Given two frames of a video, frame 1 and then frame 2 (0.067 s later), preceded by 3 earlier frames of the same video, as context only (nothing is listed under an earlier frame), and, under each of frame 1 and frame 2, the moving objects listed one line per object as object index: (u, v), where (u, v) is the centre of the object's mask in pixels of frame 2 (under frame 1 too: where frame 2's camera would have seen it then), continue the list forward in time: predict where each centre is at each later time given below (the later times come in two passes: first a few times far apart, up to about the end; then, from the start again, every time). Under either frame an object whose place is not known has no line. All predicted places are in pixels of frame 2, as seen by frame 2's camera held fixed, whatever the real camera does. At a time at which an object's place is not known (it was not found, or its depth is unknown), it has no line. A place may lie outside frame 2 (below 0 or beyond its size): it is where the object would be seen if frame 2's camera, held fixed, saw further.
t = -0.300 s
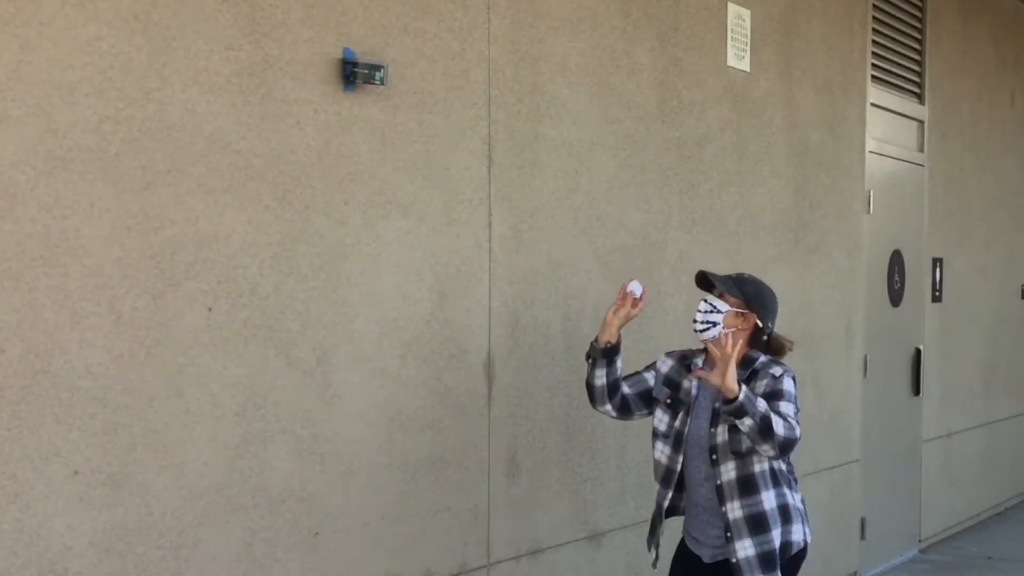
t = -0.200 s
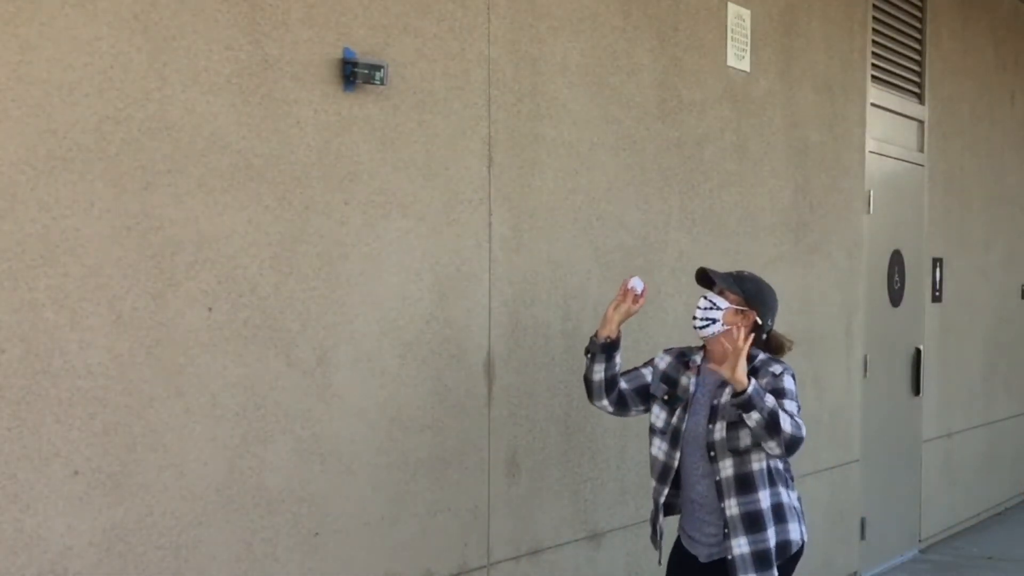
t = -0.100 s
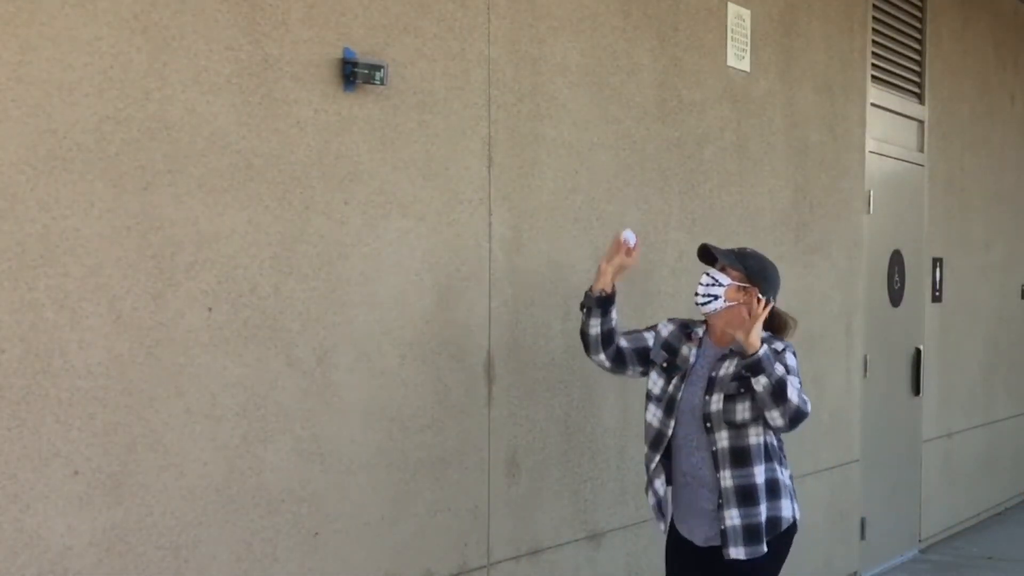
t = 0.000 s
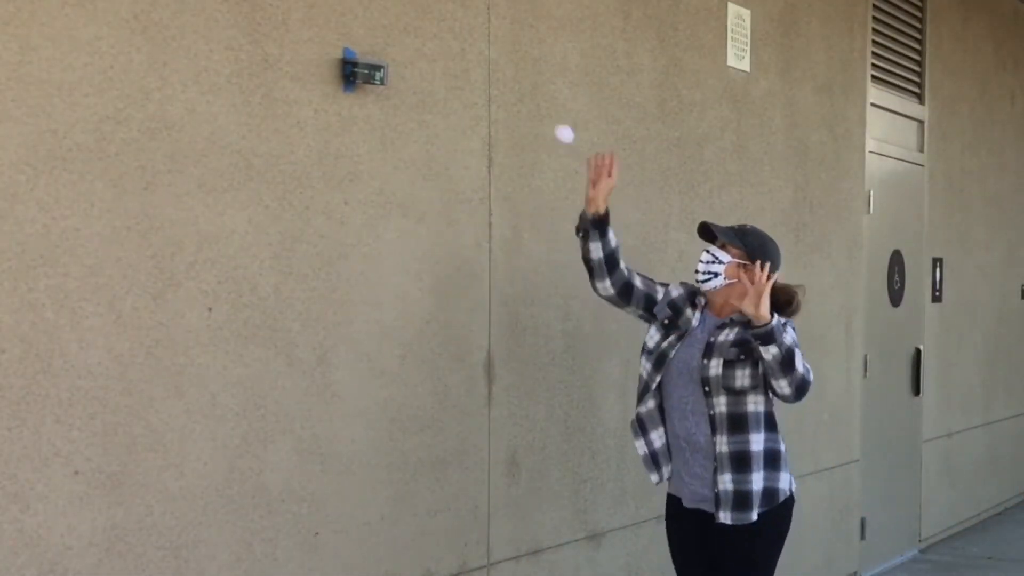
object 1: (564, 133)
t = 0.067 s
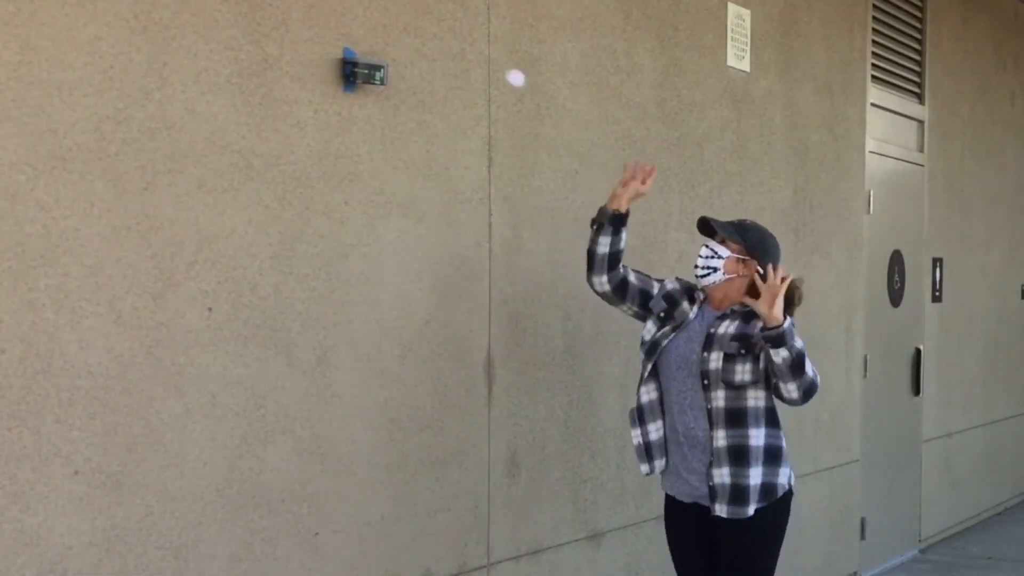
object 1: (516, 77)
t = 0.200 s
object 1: (411, 16)
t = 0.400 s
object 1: (380, 58)
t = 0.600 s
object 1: (405, 265)
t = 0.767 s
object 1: (422, 566)
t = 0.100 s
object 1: (490, 56)
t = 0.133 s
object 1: (464, 38)
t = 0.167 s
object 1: (438, 24)
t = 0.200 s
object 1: (411, 16)
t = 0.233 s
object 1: (385, 12)
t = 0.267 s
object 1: (363, 11)
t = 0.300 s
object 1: (367, 15)
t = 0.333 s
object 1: (372, 24)
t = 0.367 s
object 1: (377, 39)
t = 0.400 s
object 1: (380, 58)
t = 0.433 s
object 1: (385, 81)
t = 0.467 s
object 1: (390, 109)
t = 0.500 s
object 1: (393, 142)
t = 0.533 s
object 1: (397, 179)
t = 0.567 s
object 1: (401, 219)
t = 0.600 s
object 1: (405, 265)
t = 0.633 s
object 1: (410, 318)
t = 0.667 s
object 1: (413, 376)
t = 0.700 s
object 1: (416, 435)
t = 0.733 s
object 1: (420, 500)
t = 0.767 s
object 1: (422, 566)
